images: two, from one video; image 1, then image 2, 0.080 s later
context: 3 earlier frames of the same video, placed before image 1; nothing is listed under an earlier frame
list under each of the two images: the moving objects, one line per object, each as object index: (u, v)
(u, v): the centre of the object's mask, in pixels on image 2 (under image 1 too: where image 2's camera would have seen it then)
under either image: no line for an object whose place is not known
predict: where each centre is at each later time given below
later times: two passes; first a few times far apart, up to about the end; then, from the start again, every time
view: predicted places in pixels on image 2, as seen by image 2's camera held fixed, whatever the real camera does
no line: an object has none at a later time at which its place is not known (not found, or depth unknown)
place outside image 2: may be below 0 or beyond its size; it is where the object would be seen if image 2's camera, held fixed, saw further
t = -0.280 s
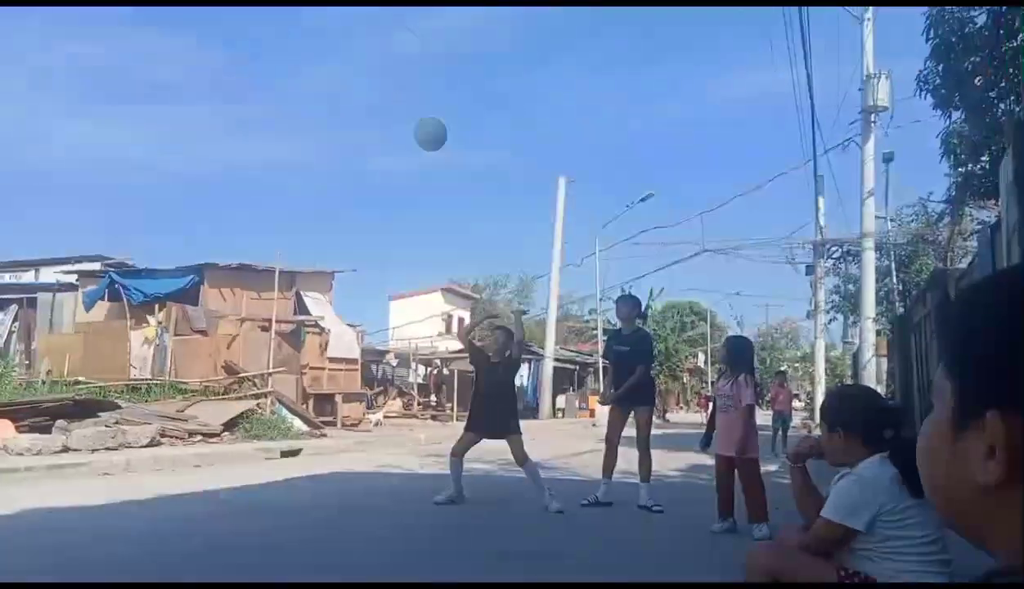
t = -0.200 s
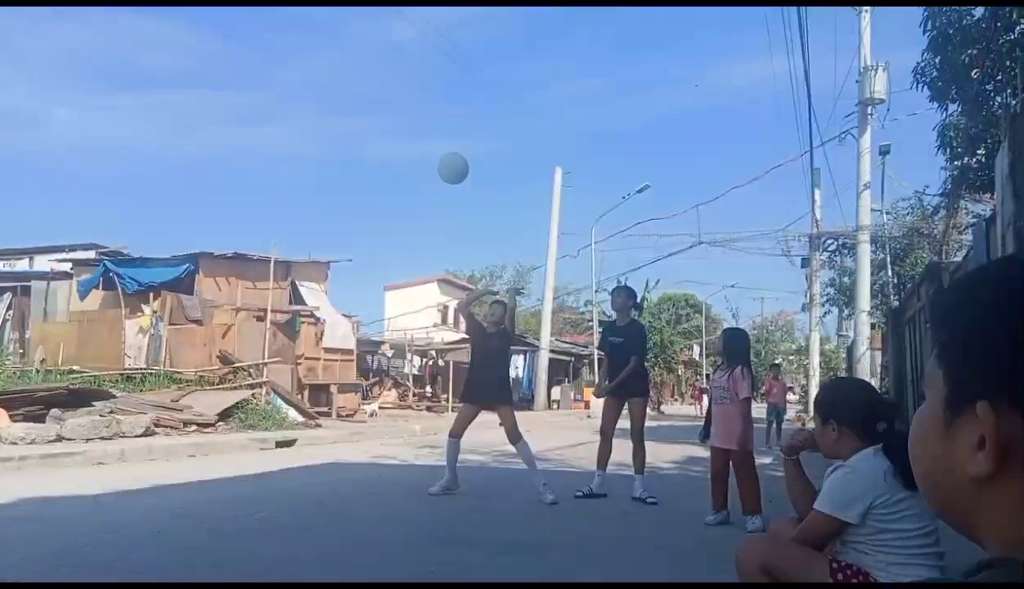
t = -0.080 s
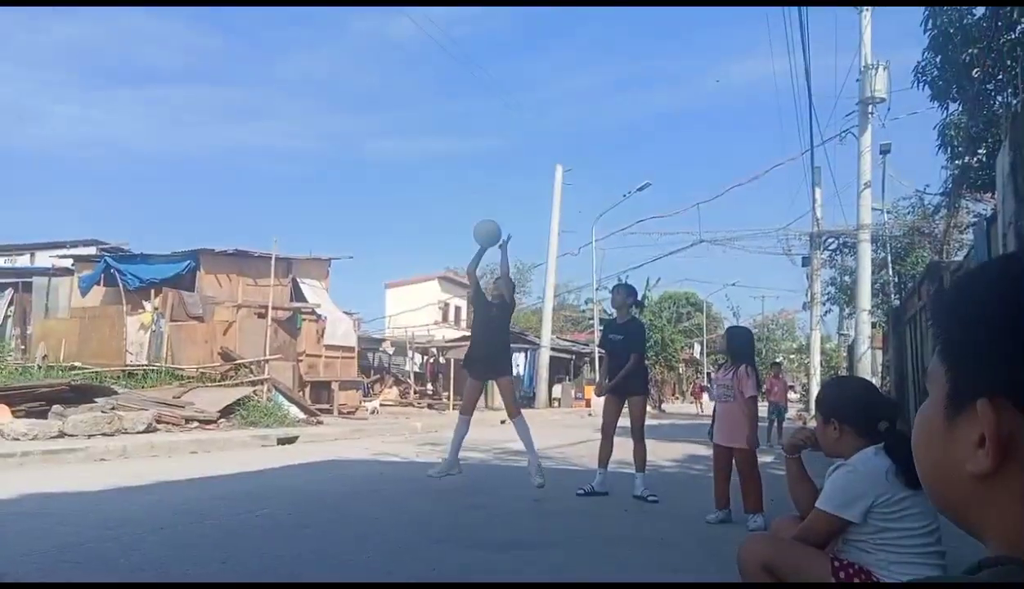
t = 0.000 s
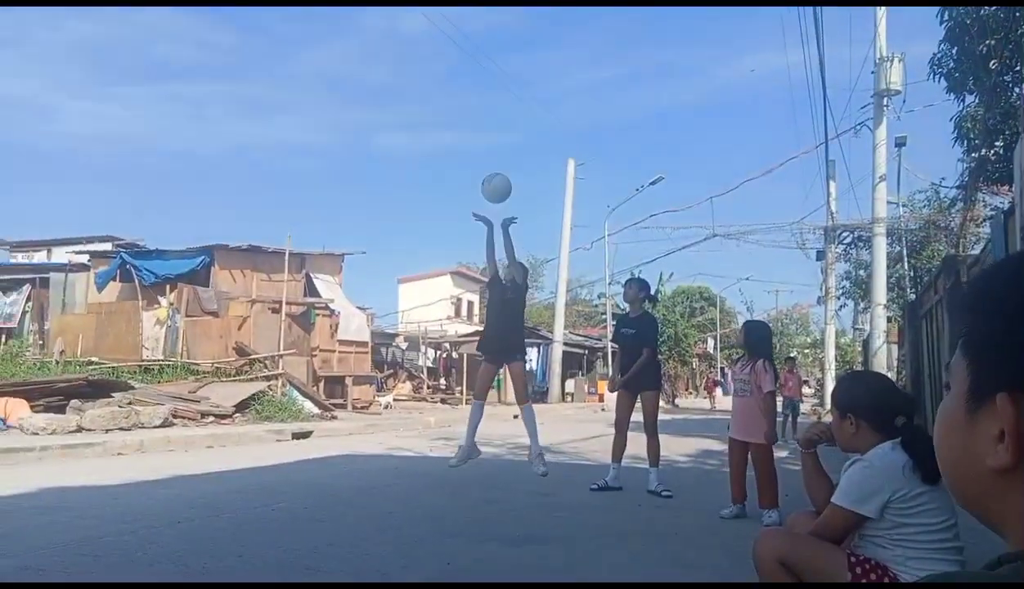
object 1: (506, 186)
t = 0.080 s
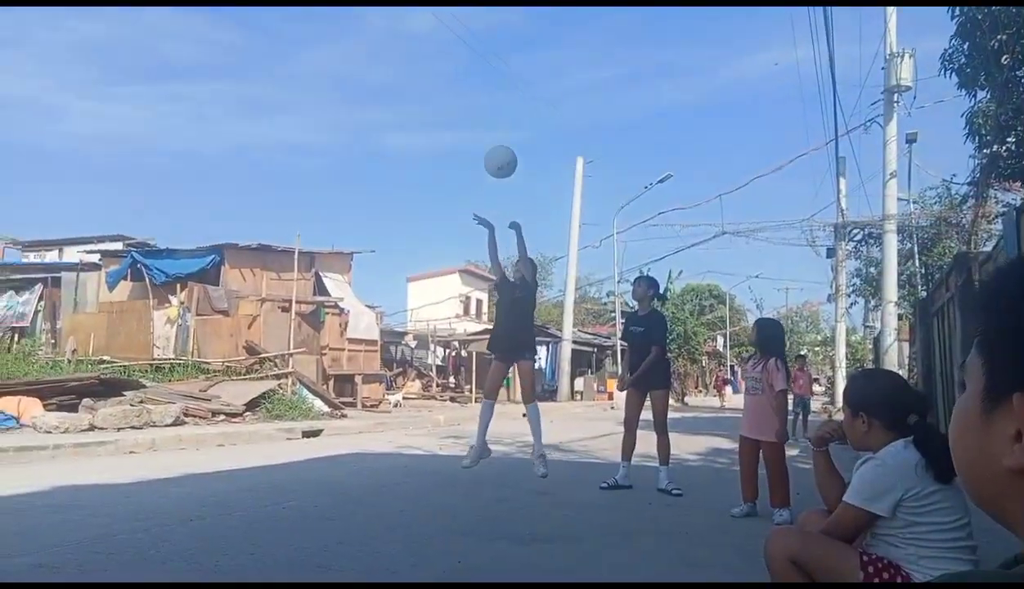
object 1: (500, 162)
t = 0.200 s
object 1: (489, 127)
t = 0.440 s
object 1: (457, 137)
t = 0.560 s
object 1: (430, 199)
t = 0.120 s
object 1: (498, 151)
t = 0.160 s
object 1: (492, 134)
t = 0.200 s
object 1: (489, 127)
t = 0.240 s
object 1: (486, 121)
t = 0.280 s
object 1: (483, 117)
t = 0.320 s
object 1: (479, 115)
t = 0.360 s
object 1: (475, 116)
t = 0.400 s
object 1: (464, 128)
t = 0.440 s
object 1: (457, 137)
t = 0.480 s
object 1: (449, 150)
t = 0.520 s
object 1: (440, 172)
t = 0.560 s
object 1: (430, 199)
